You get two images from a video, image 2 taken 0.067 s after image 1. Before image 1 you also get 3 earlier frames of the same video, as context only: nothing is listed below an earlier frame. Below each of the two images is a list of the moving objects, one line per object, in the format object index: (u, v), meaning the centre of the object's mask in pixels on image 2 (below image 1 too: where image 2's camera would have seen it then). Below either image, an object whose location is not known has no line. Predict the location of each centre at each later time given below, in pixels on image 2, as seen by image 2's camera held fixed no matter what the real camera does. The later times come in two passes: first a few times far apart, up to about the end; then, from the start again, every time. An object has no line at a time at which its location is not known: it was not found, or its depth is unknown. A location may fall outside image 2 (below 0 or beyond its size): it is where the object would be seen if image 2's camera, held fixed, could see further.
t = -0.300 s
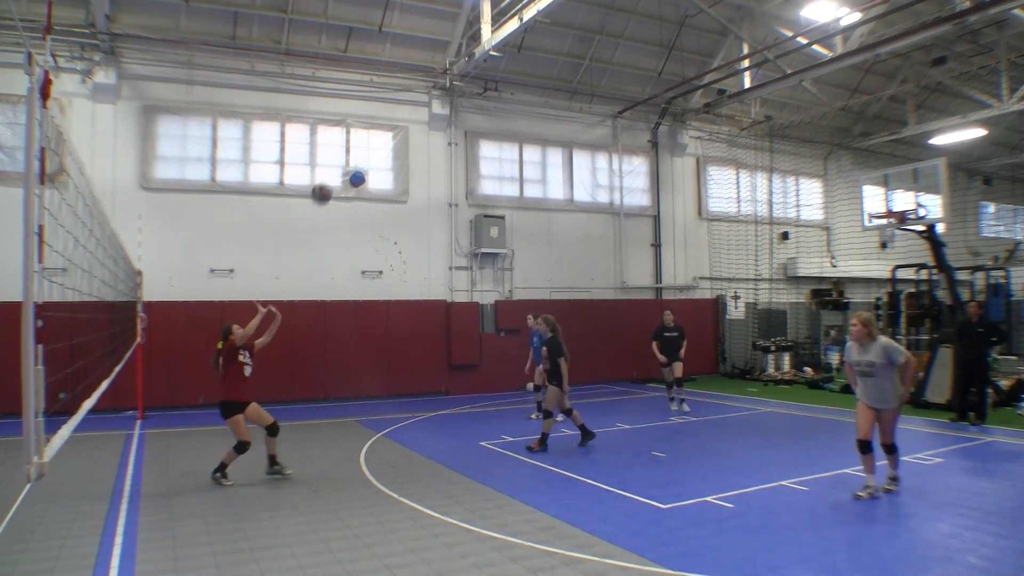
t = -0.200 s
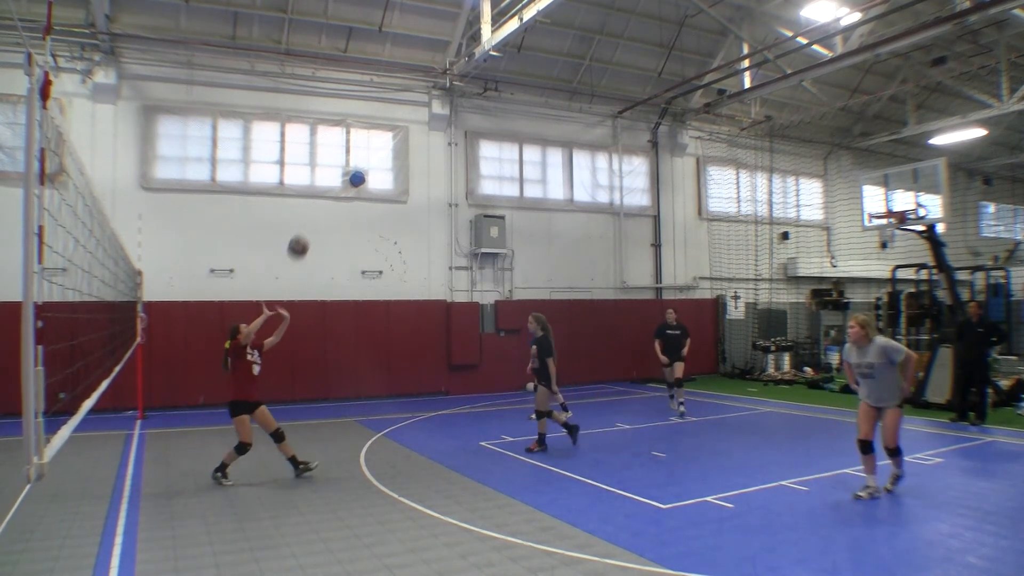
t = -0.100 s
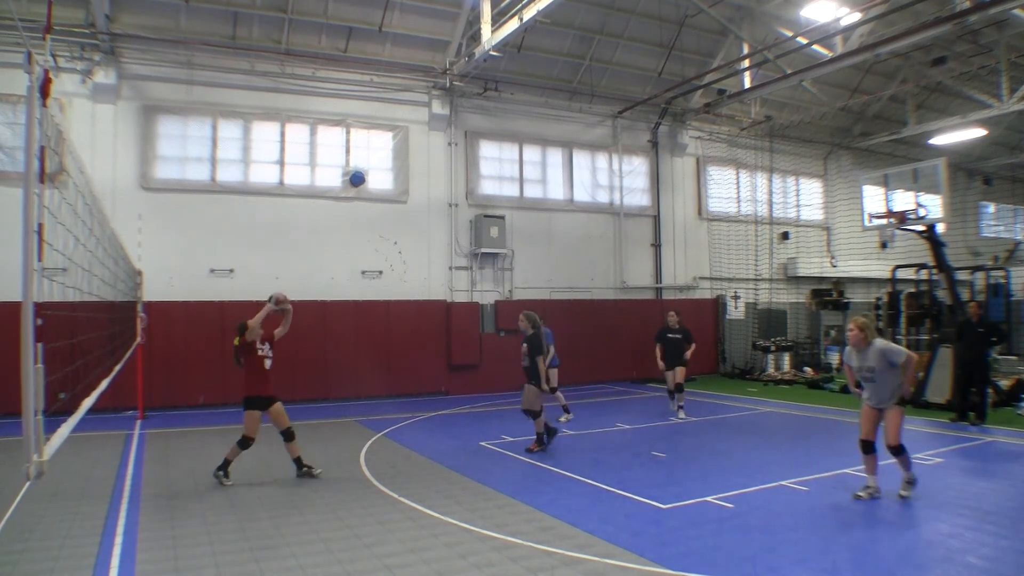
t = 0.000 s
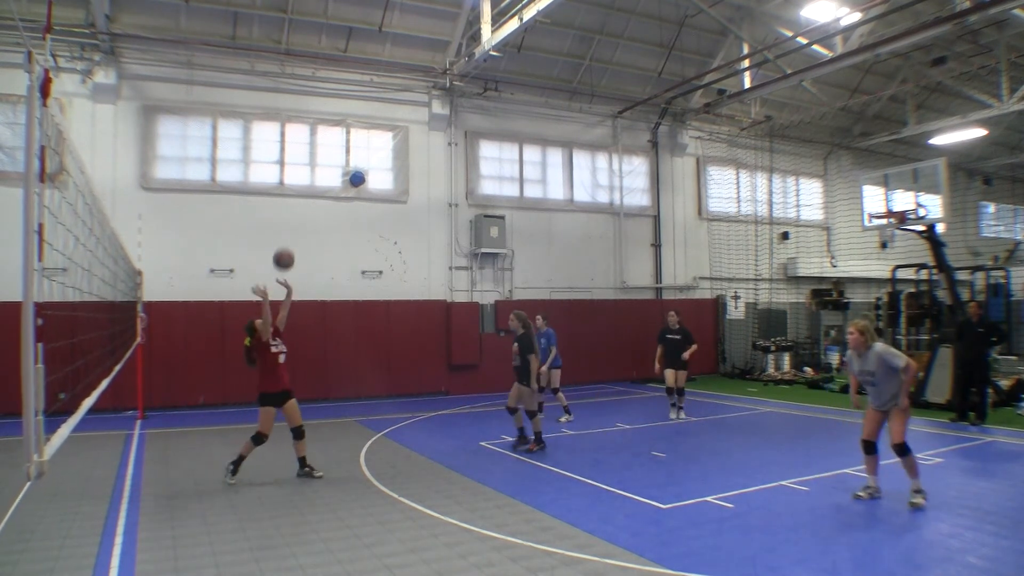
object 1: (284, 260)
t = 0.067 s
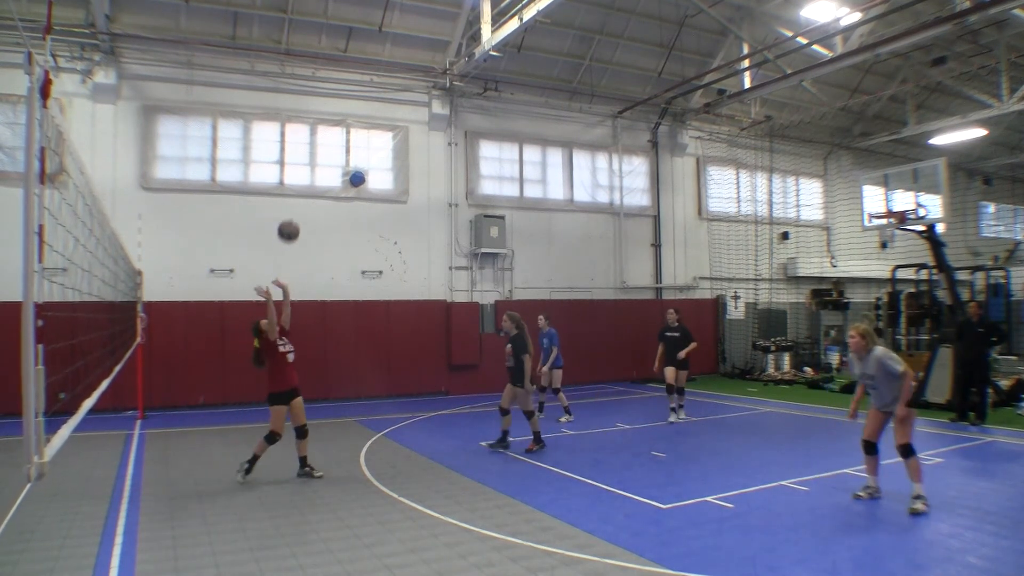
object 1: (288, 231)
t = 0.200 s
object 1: (298, 187)
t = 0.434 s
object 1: (315, 151)
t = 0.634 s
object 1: (330, 167)
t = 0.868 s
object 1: (350, 250)
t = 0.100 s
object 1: (291, 218)
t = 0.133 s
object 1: (293, 206)
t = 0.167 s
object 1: (295, 196)
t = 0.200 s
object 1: (298, 187)
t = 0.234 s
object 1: (300, 178)
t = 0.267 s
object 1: (303, 171)
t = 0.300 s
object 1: (305, 164)
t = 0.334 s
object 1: (308, 159)
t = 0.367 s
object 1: (310, 156)
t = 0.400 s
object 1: (312, 153)
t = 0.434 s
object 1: (315, 151)
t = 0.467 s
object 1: (317, 150)
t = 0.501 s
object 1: (320, 151)
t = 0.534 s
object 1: (322, 153)
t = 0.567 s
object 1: (325, 156)
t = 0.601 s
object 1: (327, 161)
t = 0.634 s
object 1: (330, 167)
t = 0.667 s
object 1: (333, 174)
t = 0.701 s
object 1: (336, 183)
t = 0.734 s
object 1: (338, 194)
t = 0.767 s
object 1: (341, 205)
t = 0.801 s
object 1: (344, 219)
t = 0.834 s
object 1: (347, 234)
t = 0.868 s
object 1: (350, 250)
